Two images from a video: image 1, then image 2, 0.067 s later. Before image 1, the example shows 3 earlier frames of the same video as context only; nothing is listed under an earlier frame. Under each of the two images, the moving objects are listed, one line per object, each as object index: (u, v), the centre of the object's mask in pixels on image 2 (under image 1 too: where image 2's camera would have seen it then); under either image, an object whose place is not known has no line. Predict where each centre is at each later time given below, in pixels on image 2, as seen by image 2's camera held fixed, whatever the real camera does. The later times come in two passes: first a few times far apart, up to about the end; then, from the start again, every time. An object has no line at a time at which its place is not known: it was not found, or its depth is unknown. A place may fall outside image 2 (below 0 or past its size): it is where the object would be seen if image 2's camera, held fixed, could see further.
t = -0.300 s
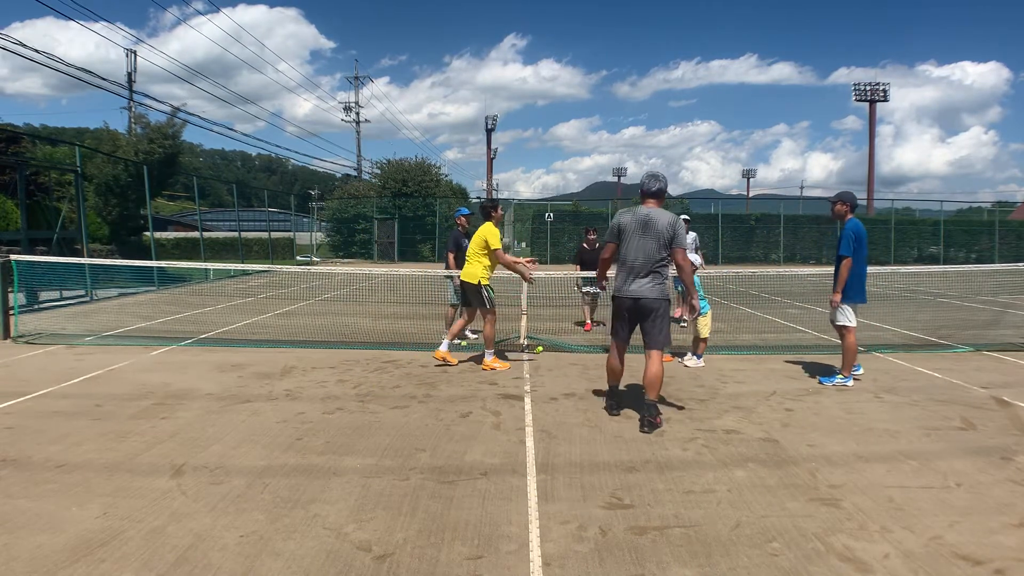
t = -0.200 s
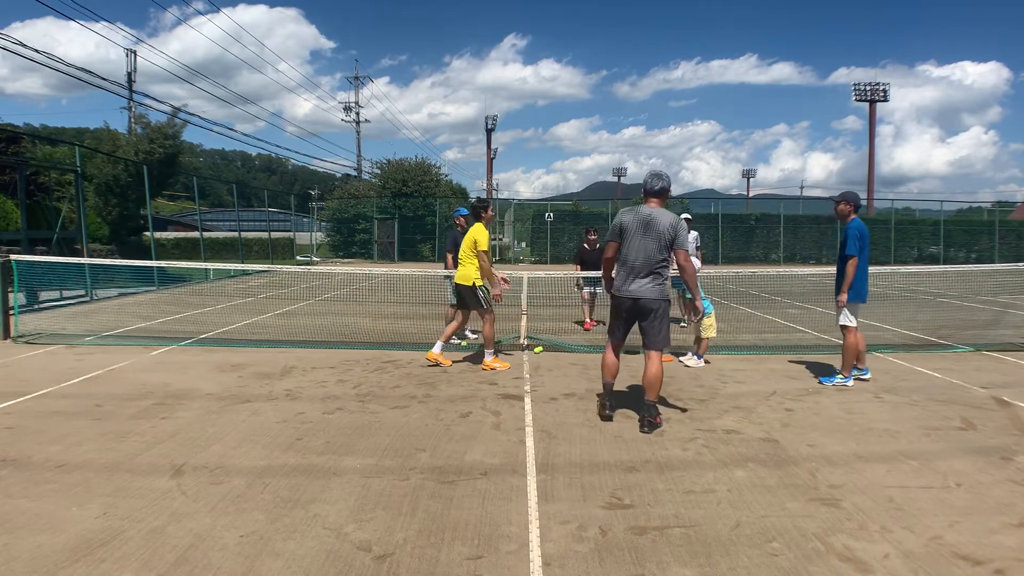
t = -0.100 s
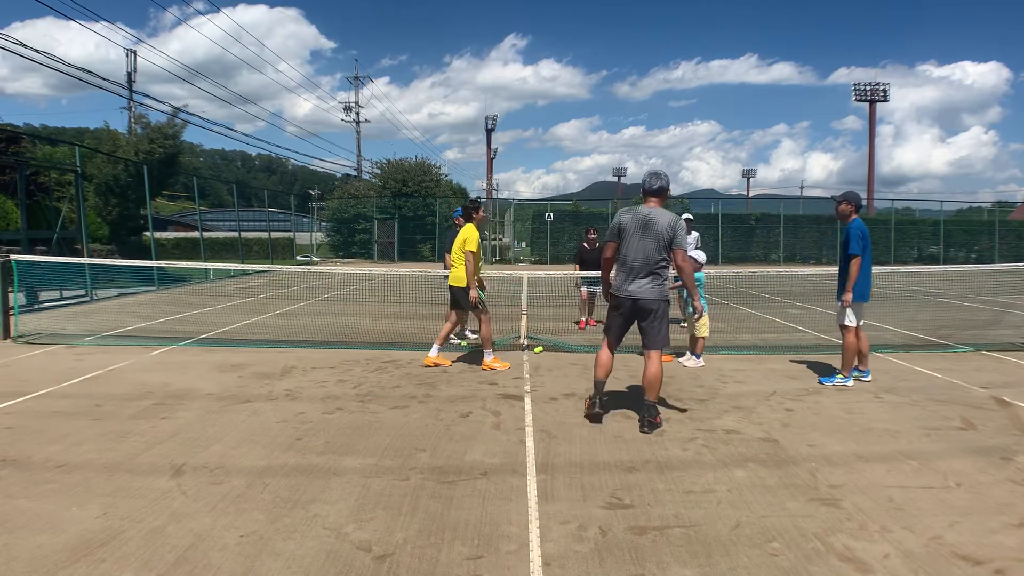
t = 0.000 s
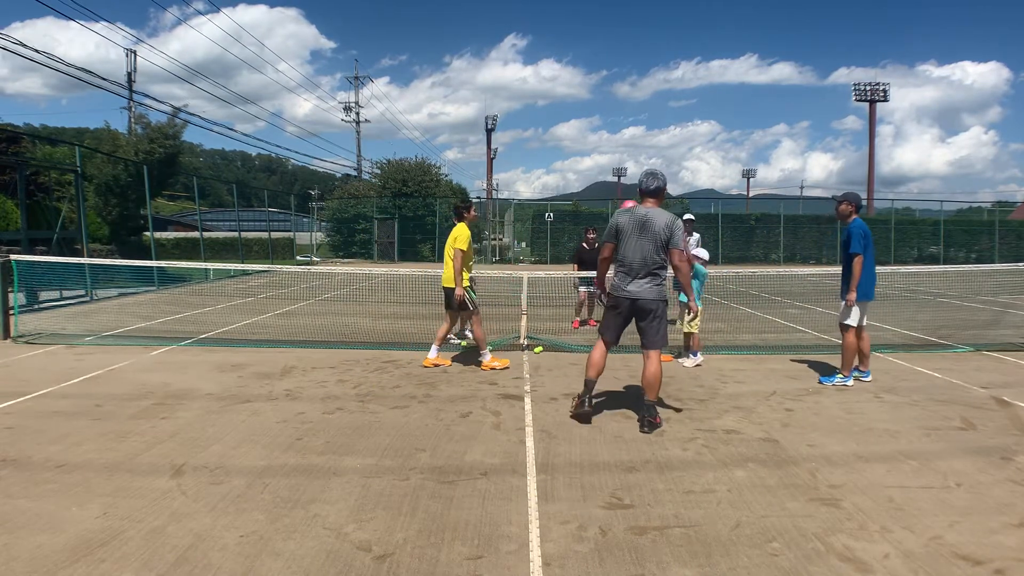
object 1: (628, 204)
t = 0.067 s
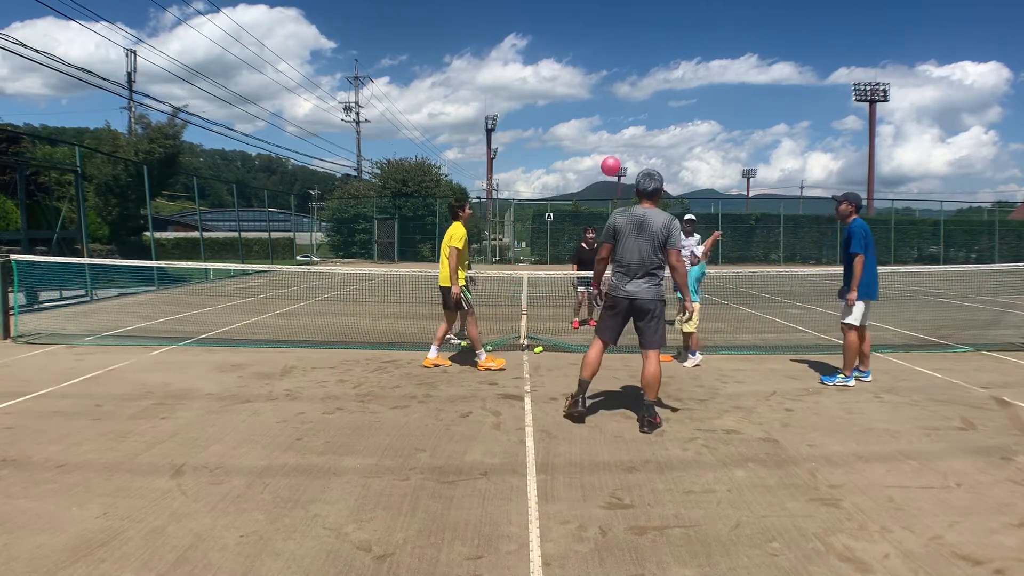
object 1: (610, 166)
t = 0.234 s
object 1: (568, 80)
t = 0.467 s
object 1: (519, 17)
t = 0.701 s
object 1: (480, 7)
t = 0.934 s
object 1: (447, 40)
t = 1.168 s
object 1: (422, 111)
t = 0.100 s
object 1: (601, 146)
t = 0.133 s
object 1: (593, 128)
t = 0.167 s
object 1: (584, 110)
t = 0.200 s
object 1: (576, 95)
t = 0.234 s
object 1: (568, 80)
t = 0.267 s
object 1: (560, 67)
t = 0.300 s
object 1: (553, 56)
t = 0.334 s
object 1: (546, 46)
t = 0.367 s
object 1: (539, 37)
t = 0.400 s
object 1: (532, 29)
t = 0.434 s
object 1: (526, 23)
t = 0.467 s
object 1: (519, 17)
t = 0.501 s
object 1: (513, 12)
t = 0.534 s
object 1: (507, 9)
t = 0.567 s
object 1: (501, 7)
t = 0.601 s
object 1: (496, 7)
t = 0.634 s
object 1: (491, 7)
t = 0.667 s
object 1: (485, 7)
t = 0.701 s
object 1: (480, 7)
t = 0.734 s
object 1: (475, 9)
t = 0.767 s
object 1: (470, 12)
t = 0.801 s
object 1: (465, 16)
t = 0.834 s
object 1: (460, 21)
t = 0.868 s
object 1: (456, 27)
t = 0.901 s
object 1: (452, 33)
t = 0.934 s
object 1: (447, 40)
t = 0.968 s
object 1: (444, 48)
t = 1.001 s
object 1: (439, 56)
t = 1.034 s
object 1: (436, 65)
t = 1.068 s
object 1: (432, 76)
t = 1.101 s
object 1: (429, 87)
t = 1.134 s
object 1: (425, 99)
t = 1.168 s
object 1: (422, 111)
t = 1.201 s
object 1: (419, 124)
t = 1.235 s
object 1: (416, 137)
